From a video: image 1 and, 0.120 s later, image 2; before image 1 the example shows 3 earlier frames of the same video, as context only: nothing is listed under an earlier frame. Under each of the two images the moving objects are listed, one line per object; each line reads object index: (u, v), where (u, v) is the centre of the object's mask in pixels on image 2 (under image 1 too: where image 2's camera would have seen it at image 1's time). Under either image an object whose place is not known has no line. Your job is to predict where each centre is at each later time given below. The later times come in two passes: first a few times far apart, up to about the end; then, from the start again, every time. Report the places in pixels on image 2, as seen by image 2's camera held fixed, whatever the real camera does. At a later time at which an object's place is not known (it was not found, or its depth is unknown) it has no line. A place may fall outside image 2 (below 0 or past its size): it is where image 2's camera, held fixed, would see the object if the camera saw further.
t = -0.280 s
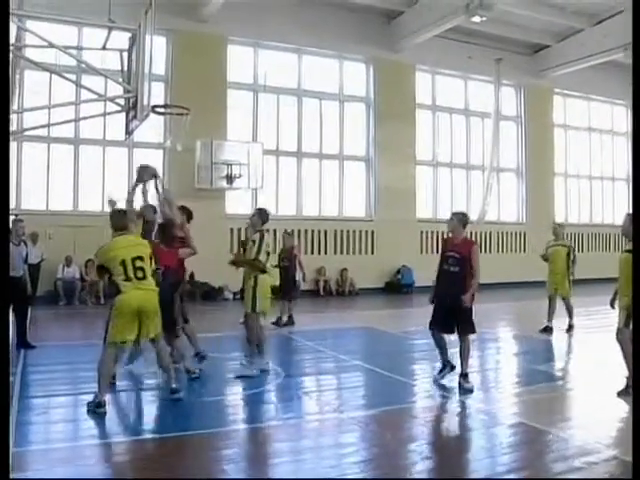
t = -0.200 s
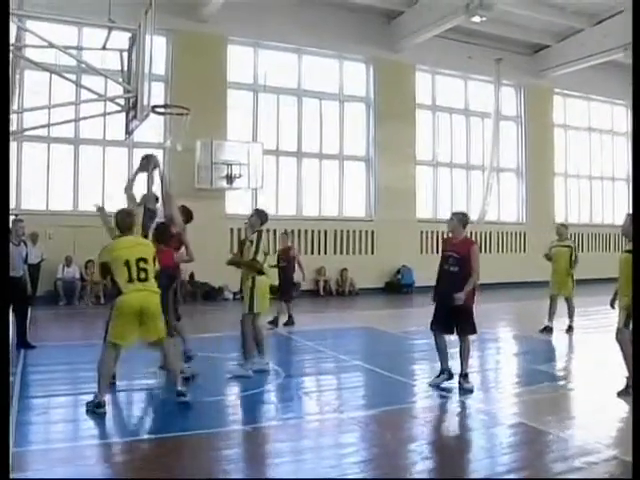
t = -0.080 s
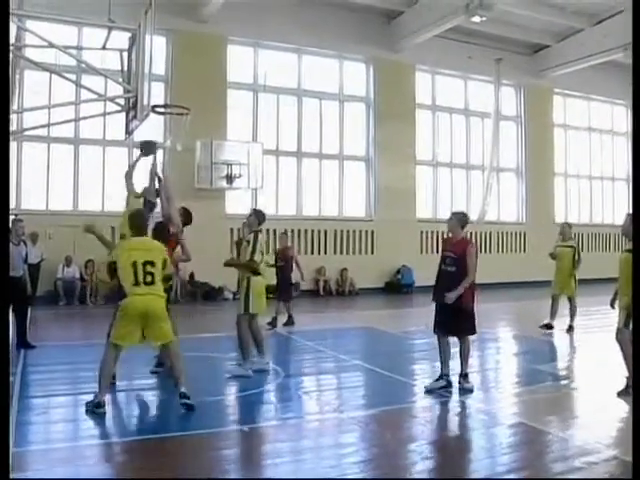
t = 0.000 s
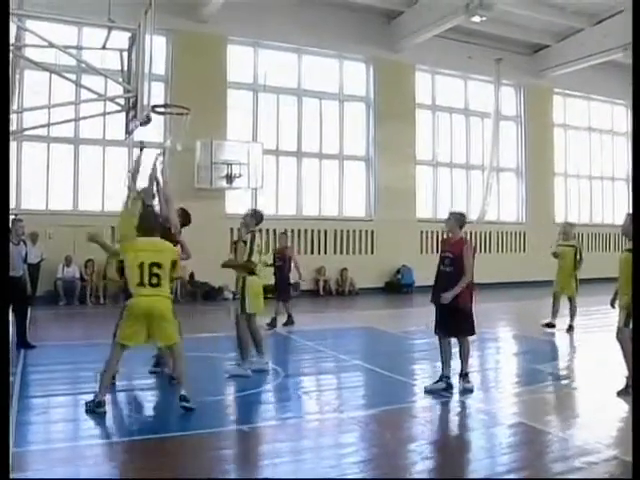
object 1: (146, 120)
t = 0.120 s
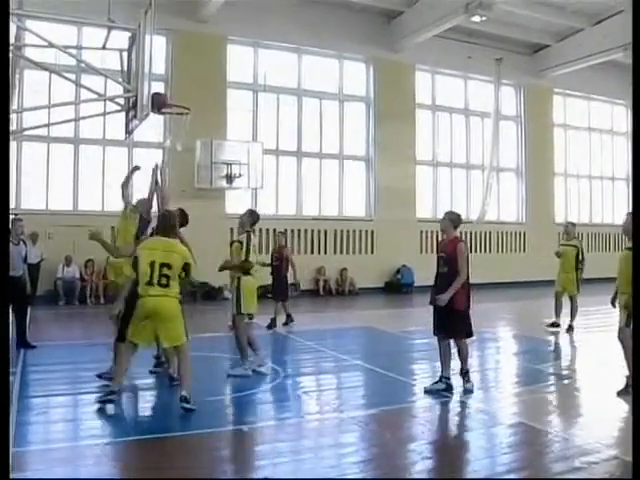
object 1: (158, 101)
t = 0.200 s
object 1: (167, 96)
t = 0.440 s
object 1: (184, 98)
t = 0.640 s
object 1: (180, 100)
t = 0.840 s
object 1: (170, 121)
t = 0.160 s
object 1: (164, 97)
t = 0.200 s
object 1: (167, 96)
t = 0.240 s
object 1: (172, 95)
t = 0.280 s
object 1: (176, 96)
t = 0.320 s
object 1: (183, 98)
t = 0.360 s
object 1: (186, 99)
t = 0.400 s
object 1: (188, 99)
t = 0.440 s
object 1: (184, 98)
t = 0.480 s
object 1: (184, 97)
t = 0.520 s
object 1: (183, 98)
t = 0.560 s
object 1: (183, 99)
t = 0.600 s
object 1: (183, 99)
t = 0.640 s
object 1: (180, 100)
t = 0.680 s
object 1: (178, 101)
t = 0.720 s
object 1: (177, 104)
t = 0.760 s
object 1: (175, 107)
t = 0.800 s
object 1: (170, 114)
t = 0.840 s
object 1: (170, 121)
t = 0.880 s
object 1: (169, 127)
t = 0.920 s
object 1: (167, 134)
